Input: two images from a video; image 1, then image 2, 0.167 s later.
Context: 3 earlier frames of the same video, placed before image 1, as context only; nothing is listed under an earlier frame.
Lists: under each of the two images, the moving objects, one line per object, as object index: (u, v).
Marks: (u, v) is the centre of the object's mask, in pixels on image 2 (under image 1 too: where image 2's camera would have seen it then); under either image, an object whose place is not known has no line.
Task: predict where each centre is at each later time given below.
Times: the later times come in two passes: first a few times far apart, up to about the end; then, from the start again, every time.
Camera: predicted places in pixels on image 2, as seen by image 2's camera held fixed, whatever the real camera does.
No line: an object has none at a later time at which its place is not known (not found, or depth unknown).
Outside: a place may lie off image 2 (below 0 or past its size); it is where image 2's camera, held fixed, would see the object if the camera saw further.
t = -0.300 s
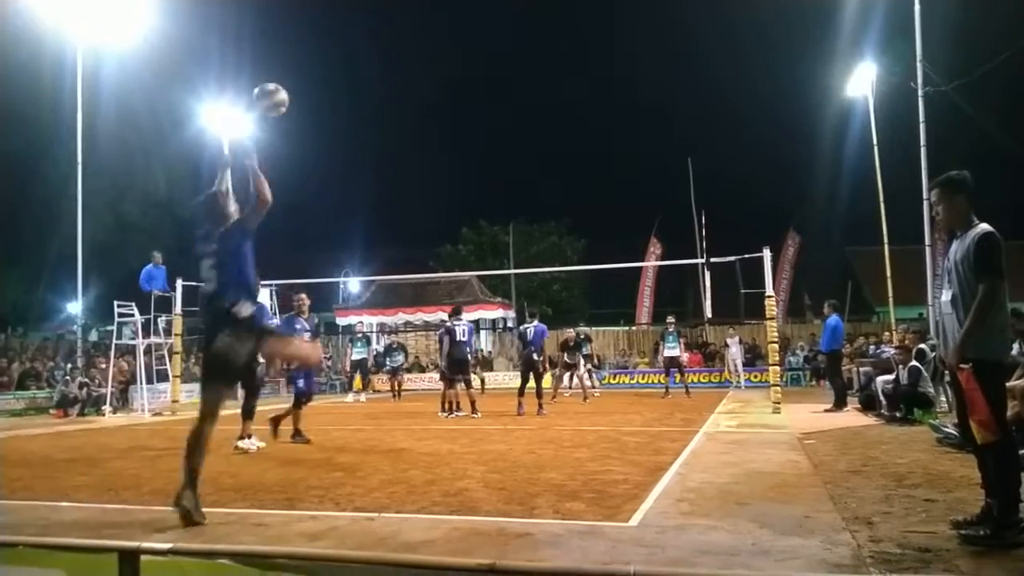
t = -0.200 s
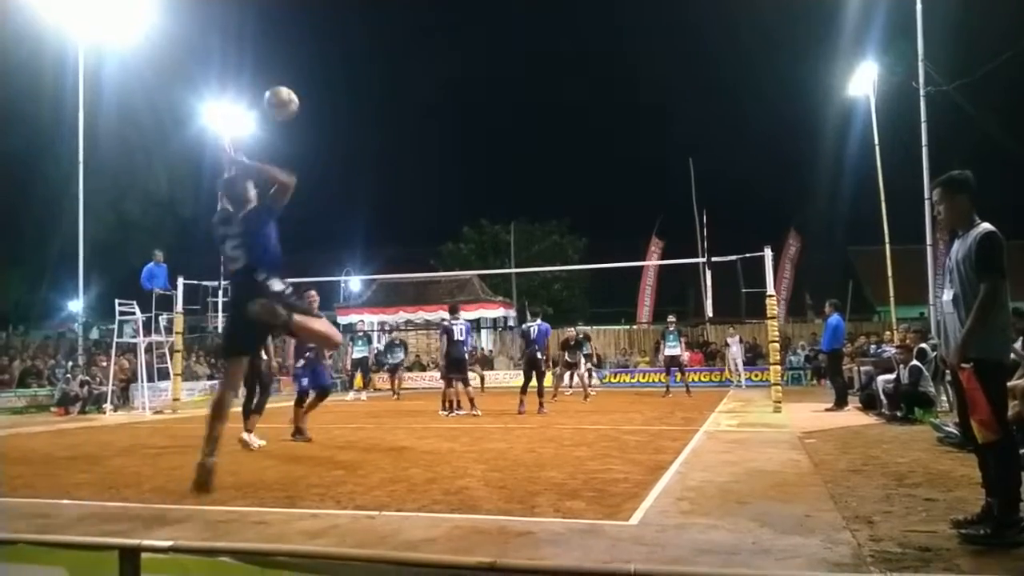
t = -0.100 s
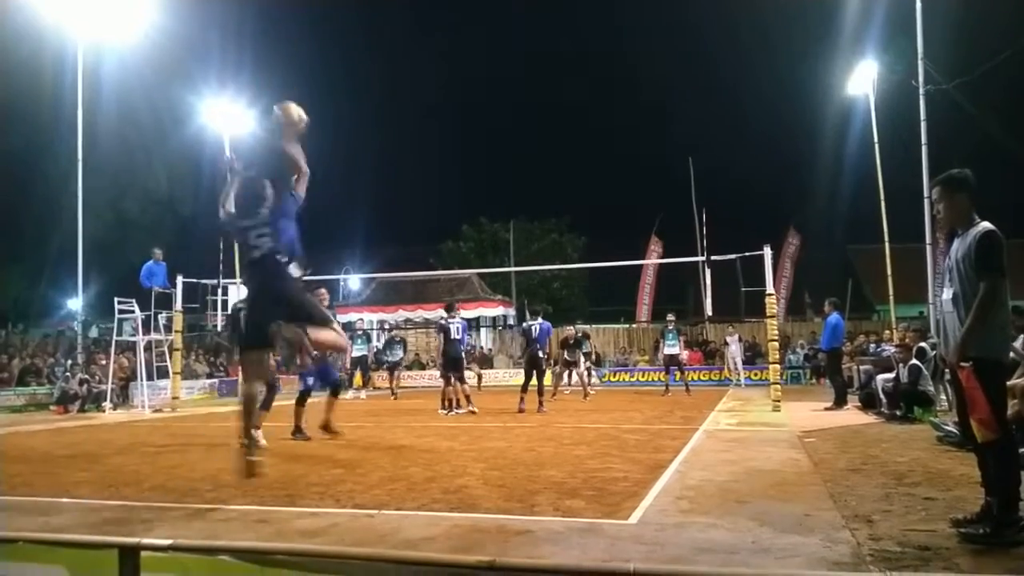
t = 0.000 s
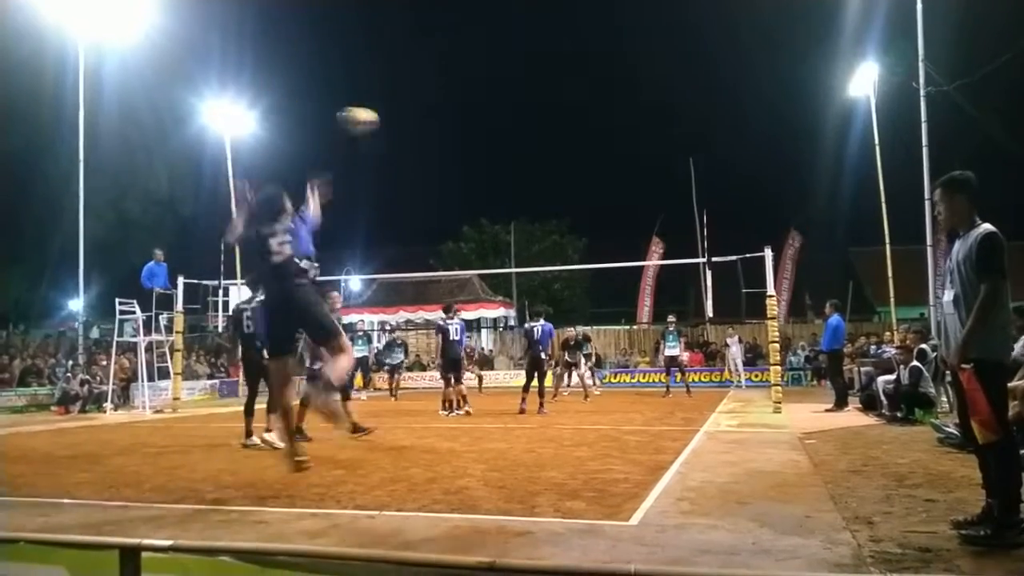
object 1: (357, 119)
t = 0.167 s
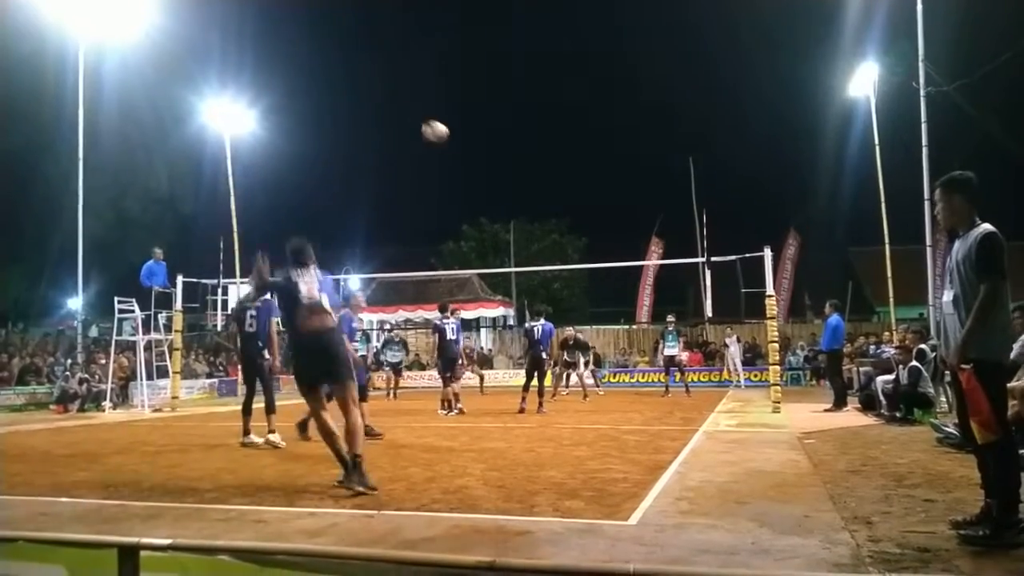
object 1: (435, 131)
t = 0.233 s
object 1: (456, 141)
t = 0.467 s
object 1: (503, 189)
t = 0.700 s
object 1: (533, 247)
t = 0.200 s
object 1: (446, 136)
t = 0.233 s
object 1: (456, 141)
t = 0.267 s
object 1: (464, 147)
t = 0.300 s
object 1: (473, 154)
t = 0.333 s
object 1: (480, 160)
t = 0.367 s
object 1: (486, 167)
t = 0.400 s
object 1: (492, 174)
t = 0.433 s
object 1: (497, 181)
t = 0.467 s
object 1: (503, 189)
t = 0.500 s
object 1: (508, 197)
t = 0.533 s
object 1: (513, 205)
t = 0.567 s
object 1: (518, 213)
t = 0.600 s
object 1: (522, 222)
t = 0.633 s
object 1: (526, 230)
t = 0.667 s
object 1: (530, 239)
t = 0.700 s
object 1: (533, 247)
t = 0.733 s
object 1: (537, 256)
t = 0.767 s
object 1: (540, 265)
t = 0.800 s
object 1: (543, 275)
